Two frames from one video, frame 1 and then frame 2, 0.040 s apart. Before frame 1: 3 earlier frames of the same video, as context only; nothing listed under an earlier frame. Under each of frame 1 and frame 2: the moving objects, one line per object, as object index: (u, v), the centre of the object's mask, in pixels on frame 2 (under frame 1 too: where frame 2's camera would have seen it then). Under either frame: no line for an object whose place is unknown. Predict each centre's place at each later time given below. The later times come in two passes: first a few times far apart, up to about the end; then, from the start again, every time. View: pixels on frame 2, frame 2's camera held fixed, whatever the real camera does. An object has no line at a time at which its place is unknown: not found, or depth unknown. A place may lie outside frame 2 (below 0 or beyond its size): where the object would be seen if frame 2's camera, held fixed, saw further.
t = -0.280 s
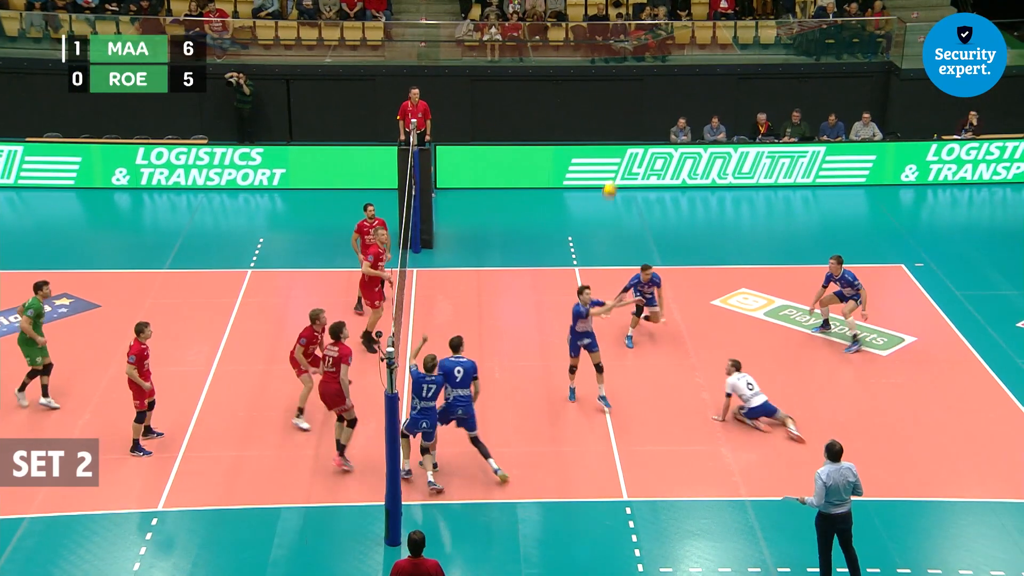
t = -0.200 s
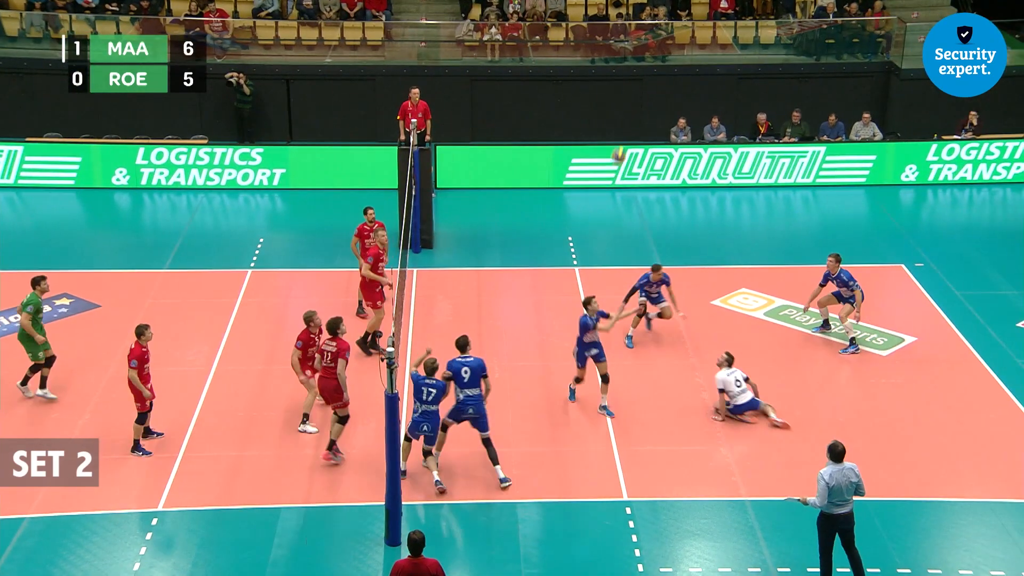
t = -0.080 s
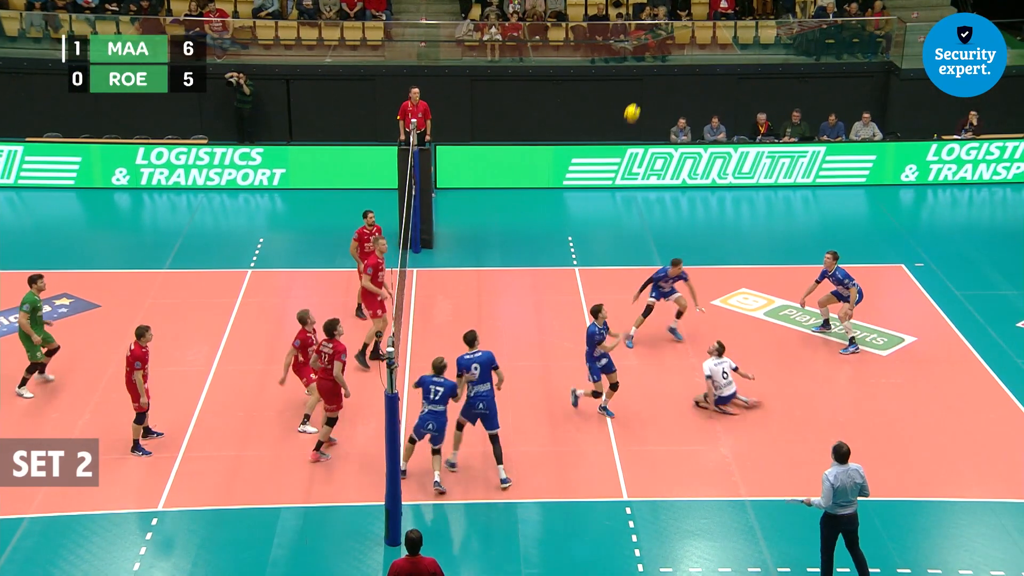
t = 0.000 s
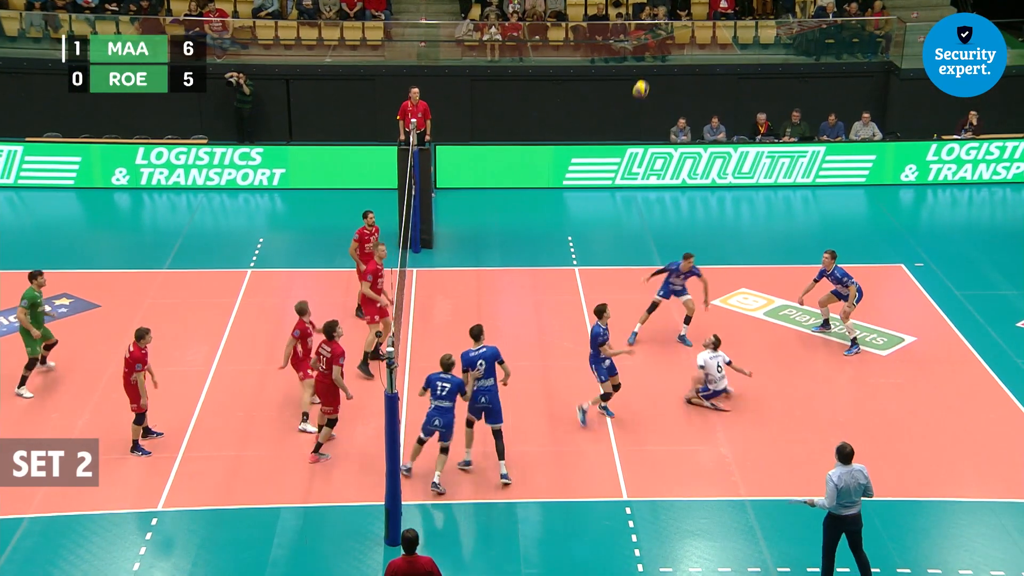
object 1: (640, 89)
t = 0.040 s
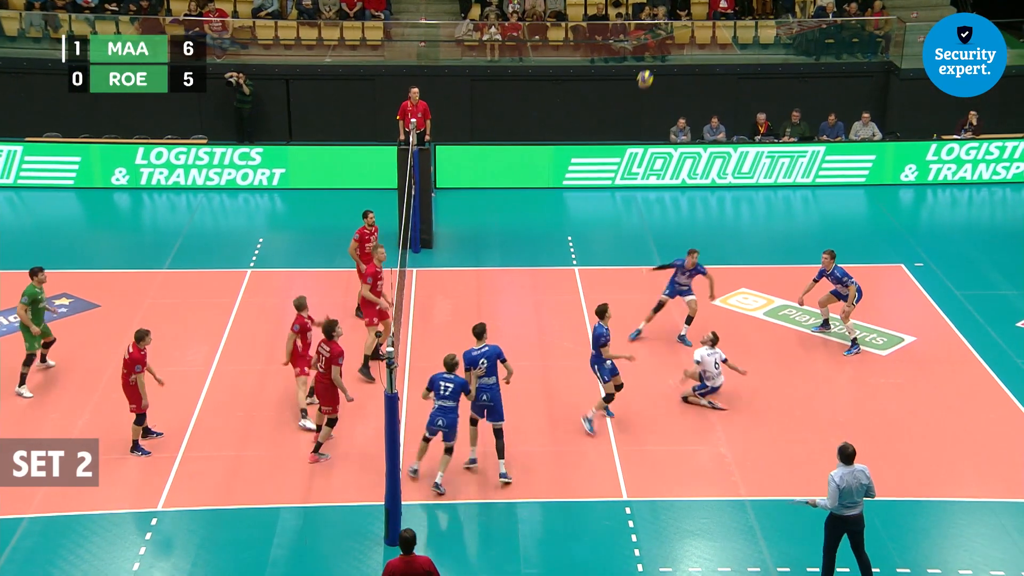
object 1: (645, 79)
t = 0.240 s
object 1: (665, 45)
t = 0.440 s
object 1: (684, 39)
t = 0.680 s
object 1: (704, 68)
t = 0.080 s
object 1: (649, 70)
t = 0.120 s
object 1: (653, 62)
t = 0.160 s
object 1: (657, 55)
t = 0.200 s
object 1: (661, 49)
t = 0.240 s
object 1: (665, 45)
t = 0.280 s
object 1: (669, 41)
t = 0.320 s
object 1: (673, 39)
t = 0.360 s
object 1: (677, 38)
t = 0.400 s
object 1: (680, 38)
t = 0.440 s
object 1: (684, 39)
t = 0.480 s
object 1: (687, 40)
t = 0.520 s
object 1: (691, 44)
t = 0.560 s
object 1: (694, 49)
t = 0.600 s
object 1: (697, 53)
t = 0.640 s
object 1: (701, 60)
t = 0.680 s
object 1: (704, 68)
